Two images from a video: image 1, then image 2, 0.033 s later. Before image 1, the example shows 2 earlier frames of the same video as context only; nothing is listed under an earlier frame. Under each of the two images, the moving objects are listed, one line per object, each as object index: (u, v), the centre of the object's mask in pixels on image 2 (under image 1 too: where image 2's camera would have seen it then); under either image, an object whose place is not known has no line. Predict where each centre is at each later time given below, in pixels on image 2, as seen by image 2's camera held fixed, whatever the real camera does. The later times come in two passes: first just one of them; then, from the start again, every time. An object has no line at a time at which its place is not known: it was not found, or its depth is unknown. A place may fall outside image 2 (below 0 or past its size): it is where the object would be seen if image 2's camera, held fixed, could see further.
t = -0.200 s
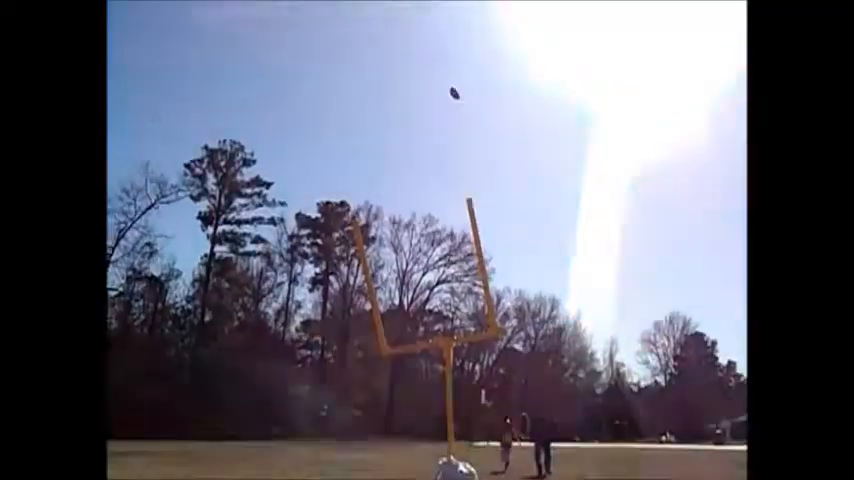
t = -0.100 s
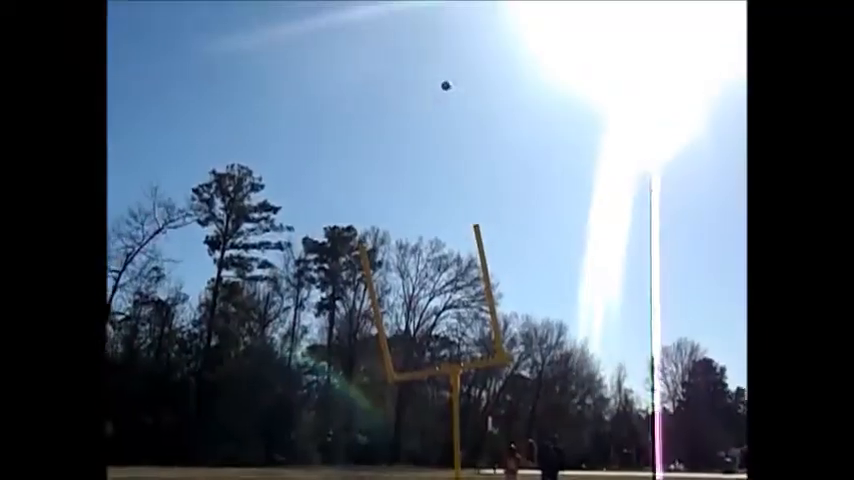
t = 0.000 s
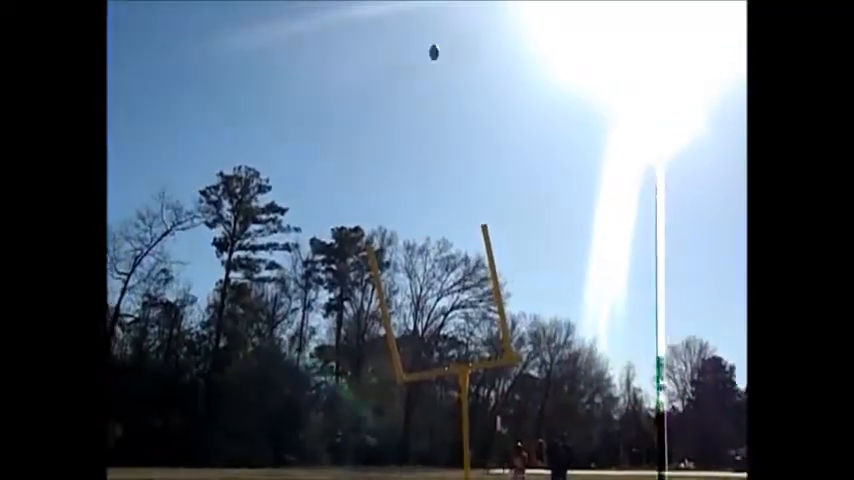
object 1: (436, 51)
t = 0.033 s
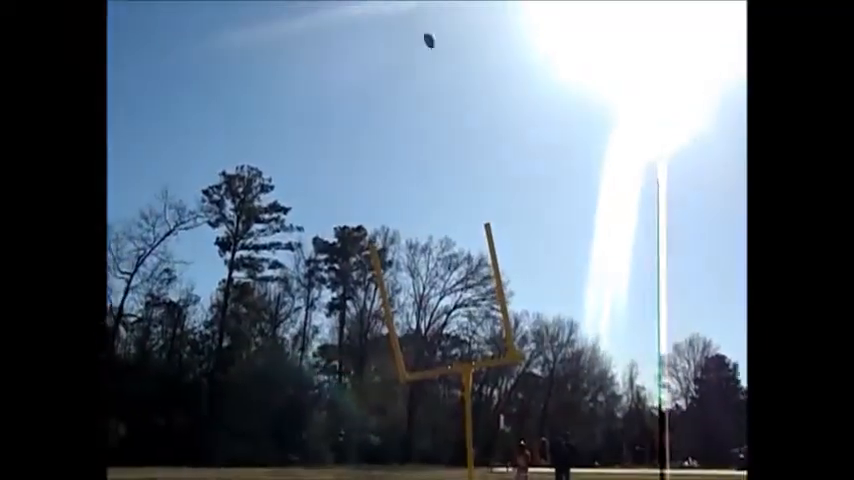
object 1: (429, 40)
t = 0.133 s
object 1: (407, 9)
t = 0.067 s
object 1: (422, 30)
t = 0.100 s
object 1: (415, 19)
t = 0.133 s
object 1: (407, 9)
